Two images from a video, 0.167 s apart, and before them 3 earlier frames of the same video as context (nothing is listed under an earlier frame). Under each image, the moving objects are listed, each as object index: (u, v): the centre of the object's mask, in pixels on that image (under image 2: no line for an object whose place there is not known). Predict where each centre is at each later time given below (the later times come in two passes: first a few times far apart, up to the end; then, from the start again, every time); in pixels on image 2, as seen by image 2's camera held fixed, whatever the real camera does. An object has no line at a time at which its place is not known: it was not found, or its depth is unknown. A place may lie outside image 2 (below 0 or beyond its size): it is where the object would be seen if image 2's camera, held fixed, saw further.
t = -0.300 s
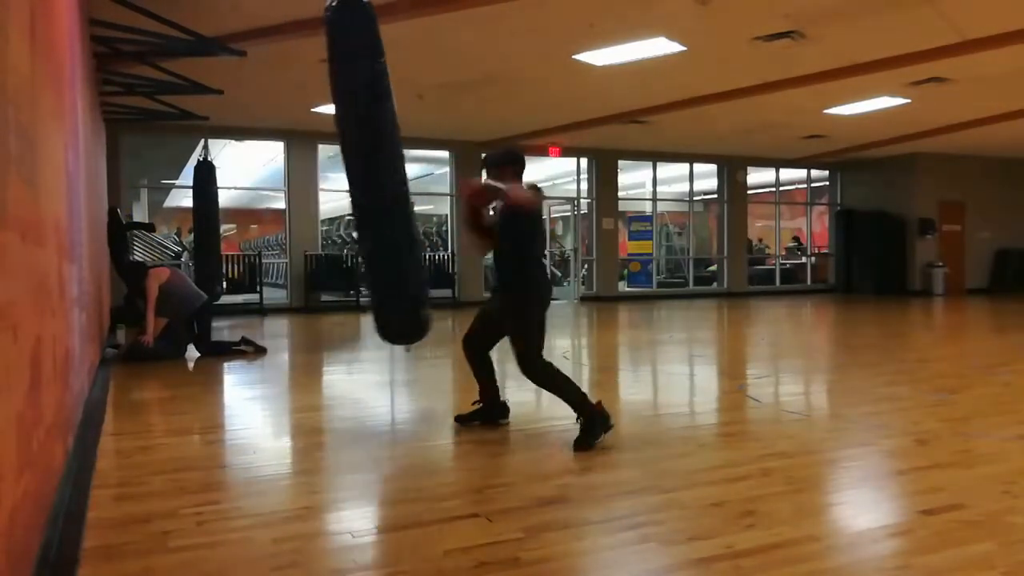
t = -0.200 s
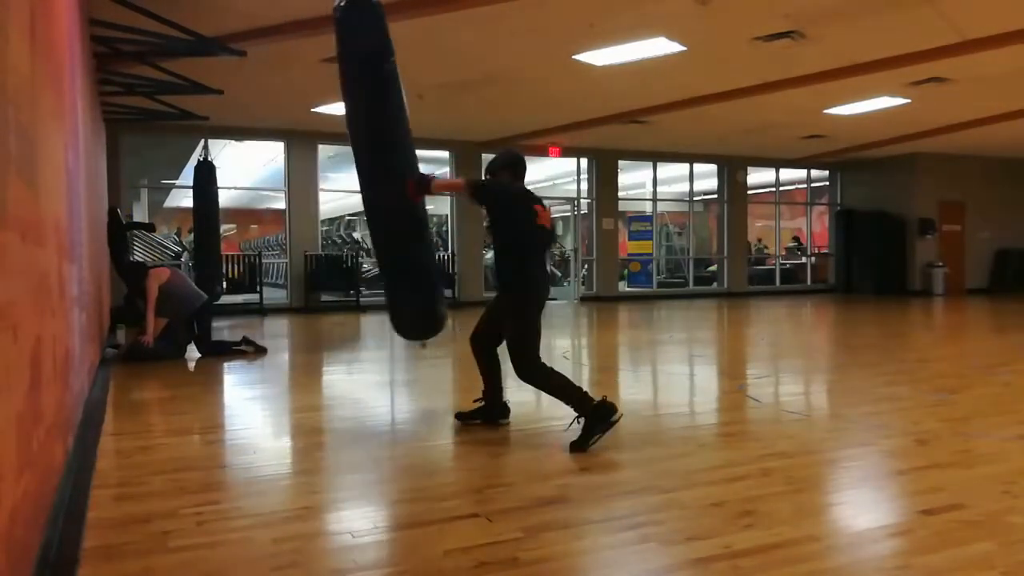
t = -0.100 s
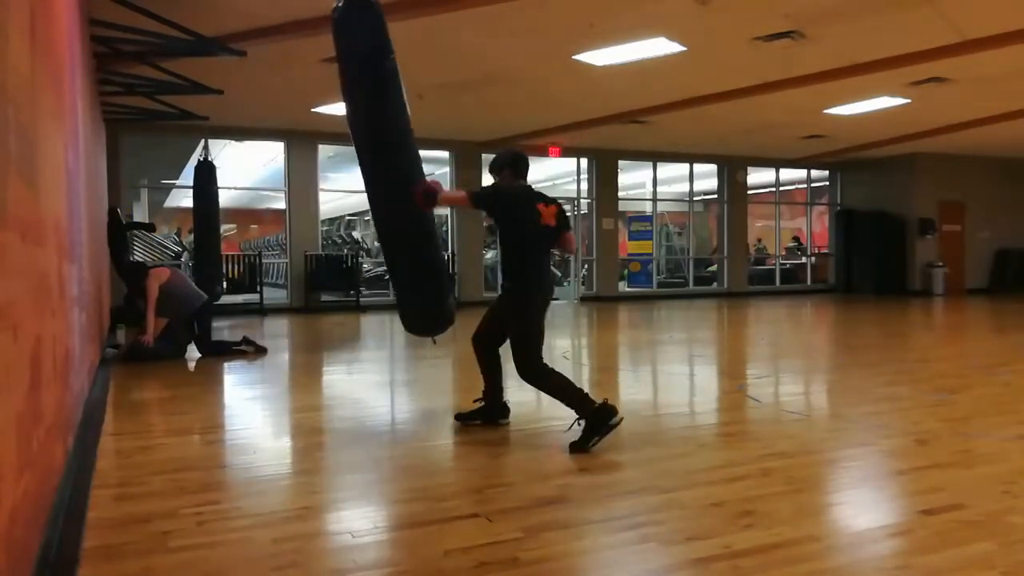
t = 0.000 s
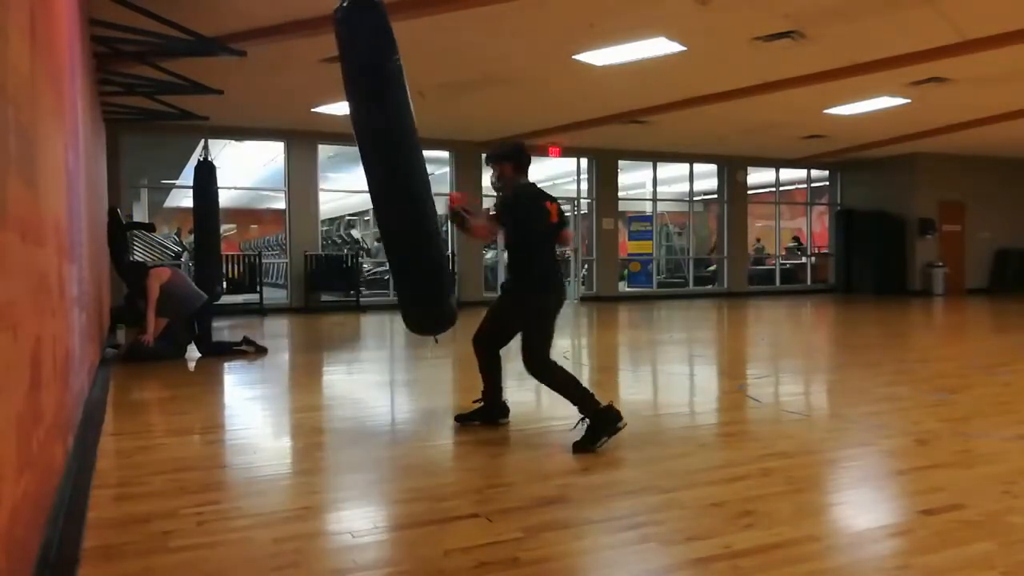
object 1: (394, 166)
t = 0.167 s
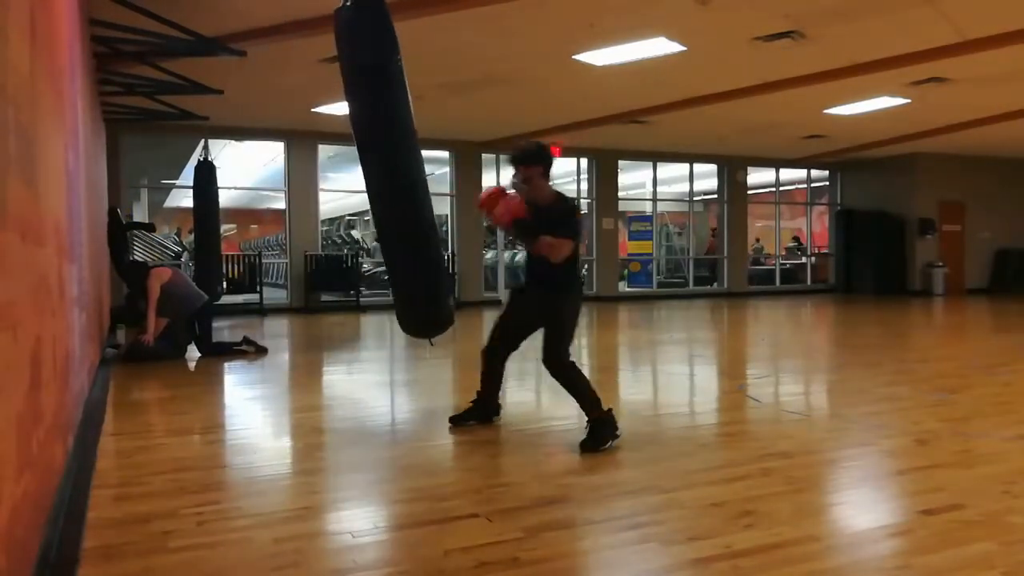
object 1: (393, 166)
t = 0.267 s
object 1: (386, 167)
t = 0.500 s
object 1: (365, 174)
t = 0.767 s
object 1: (326, 182)
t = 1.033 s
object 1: (287, 180)
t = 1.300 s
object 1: (267, 176)
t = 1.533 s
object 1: (272, 177)
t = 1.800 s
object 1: (302, 181)
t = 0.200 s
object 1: (391, 167)
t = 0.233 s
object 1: (388, 167)
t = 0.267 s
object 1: (386, 167)
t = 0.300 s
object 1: (384, 169)
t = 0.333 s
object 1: (382, 169)
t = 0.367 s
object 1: (380, 170)
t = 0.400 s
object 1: (377, 170)
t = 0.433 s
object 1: (373, 172)
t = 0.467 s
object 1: (369, 173)
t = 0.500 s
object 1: (365, 174)
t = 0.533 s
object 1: (361, 175)
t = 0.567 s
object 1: (356, 174)
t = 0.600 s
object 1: (351, 176)
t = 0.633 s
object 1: (347, 176)
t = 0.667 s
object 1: (343, 178)
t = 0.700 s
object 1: (338, 179)
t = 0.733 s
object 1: (332, 180)
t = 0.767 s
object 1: (326, 182)
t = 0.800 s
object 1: (321, 181)
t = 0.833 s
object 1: (316, 181)
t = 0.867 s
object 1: (311, 180)
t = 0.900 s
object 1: (306, 180)
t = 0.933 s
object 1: (301, 180)
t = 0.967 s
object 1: (297, 180)
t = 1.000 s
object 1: (292, 180)
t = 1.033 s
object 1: (287, 180)
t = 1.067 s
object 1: (283, 179)
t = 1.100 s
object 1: (280, 176)
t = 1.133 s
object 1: (278, 174)
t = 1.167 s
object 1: (276, 173)
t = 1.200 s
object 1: (272, 175)
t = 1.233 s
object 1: (271, 174)
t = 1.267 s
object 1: (268, 177)
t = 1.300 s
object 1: (267, 176)
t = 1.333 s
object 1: (266, 176)
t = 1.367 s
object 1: (265, 176)
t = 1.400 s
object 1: (265, 176)
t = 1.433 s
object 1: (266, 176)
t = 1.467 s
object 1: (268, 177)
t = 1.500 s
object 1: (269, 178)
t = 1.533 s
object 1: (272, 177)
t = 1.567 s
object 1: (274, 179)
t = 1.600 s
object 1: (278, 177)
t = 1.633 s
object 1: (281, 177)
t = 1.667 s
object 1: (284, 179)
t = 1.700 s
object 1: (288, 179)
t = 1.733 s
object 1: (293, 178)
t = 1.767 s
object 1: (298, 180)
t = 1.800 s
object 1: (302, 181)
